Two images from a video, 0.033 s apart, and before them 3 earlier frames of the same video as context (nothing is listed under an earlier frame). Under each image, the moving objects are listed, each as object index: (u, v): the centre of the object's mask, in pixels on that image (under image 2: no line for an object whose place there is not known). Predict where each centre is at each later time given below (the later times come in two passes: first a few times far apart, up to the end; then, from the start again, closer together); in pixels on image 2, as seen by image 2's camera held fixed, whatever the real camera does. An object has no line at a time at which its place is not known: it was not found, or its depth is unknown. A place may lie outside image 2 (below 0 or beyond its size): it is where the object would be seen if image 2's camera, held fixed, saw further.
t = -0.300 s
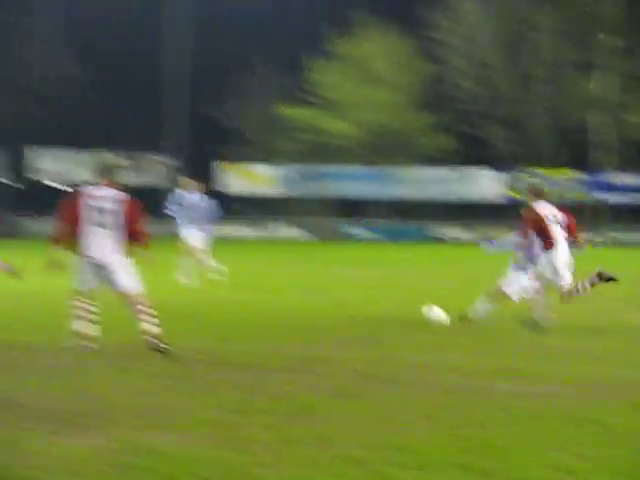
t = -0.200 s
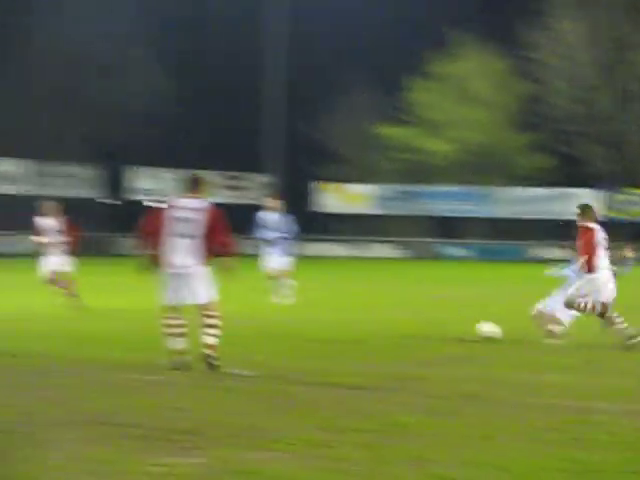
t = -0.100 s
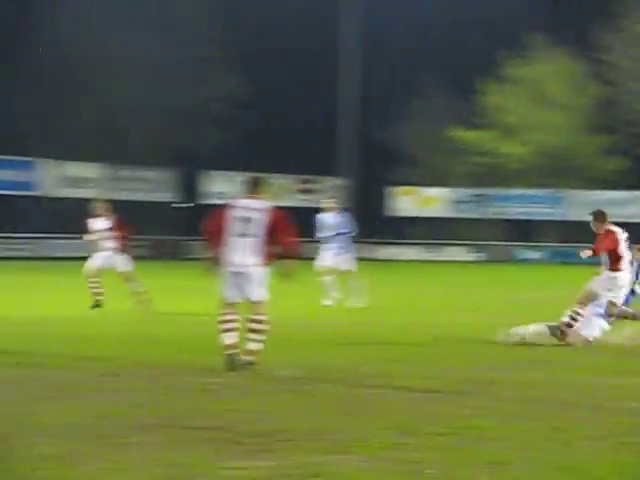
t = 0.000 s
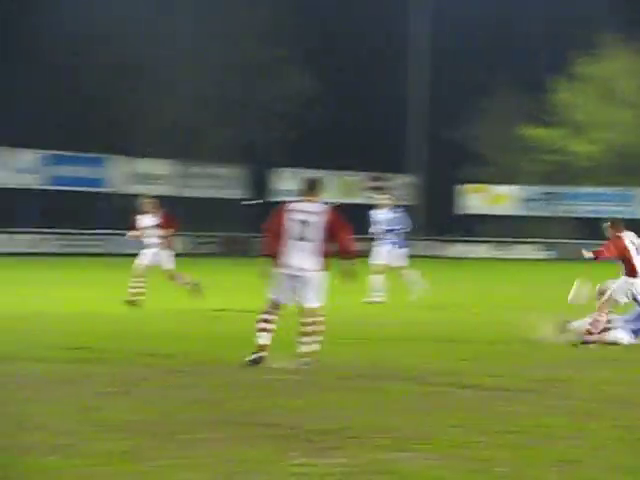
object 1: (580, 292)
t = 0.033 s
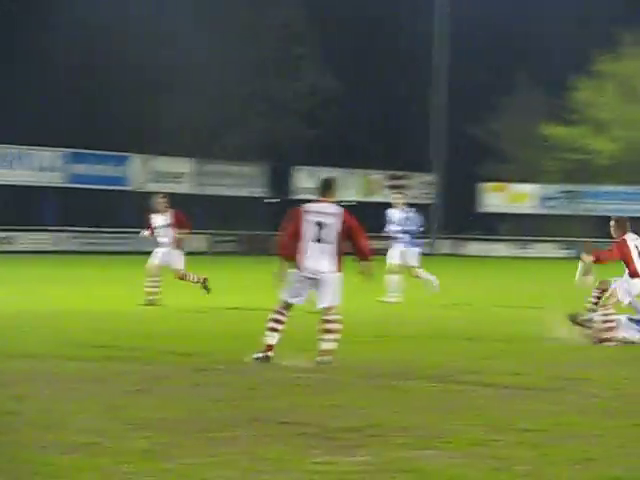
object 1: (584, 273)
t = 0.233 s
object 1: (508, 183)
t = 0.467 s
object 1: (427, 122)
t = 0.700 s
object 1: (355, 103)
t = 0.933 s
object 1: (290, 120)
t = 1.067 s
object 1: (255, 143)
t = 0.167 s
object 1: (534, 209)
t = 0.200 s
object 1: (521, 195)
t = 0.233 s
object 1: (508, 183)
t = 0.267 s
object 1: (496, 172)
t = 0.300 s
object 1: (484, 163)
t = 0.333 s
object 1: (473, 154)
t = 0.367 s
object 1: (461, 145)
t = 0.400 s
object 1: (450, 138)
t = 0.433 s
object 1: (439, 131)
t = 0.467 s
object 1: (427, 122)
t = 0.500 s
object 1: (417, 120)
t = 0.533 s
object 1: (412, 111)
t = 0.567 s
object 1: (396, 111)
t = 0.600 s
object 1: (385, 109)
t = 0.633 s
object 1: (375, 106)
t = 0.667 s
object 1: (365, 105)
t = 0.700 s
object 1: (355, 103)
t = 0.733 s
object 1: (345, 104)
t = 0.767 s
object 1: (336, 104)
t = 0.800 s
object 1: (326, 106)
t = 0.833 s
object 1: (316, 108)
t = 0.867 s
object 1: (307, 111)
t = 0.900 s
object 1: (299, 115)
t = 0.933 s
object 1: (290, 120)
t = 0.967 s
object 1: (281, 124)
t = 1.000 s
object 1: (272, 130)
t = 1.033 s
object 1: (264, 137)
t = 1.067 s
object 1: (255, 143)
